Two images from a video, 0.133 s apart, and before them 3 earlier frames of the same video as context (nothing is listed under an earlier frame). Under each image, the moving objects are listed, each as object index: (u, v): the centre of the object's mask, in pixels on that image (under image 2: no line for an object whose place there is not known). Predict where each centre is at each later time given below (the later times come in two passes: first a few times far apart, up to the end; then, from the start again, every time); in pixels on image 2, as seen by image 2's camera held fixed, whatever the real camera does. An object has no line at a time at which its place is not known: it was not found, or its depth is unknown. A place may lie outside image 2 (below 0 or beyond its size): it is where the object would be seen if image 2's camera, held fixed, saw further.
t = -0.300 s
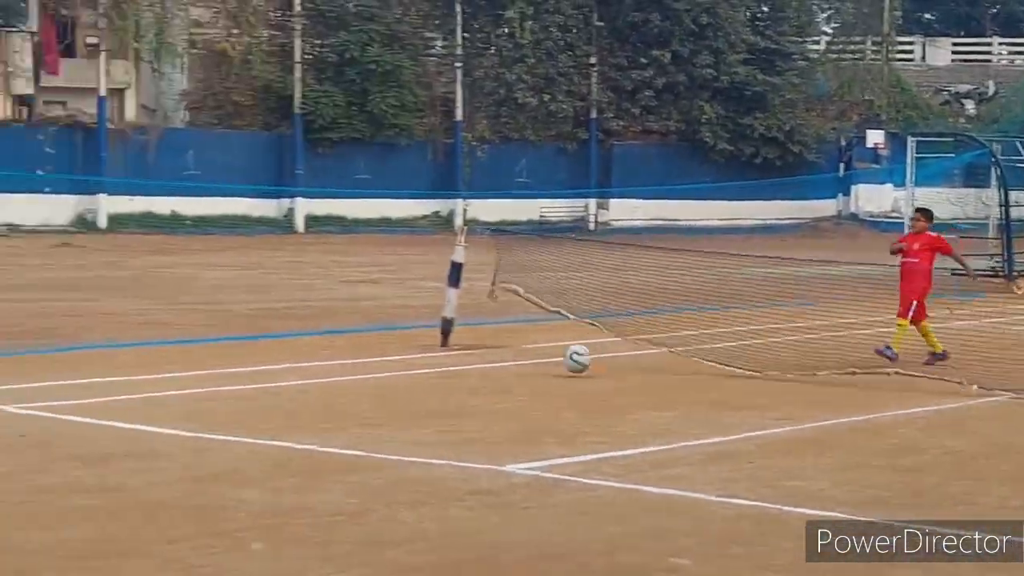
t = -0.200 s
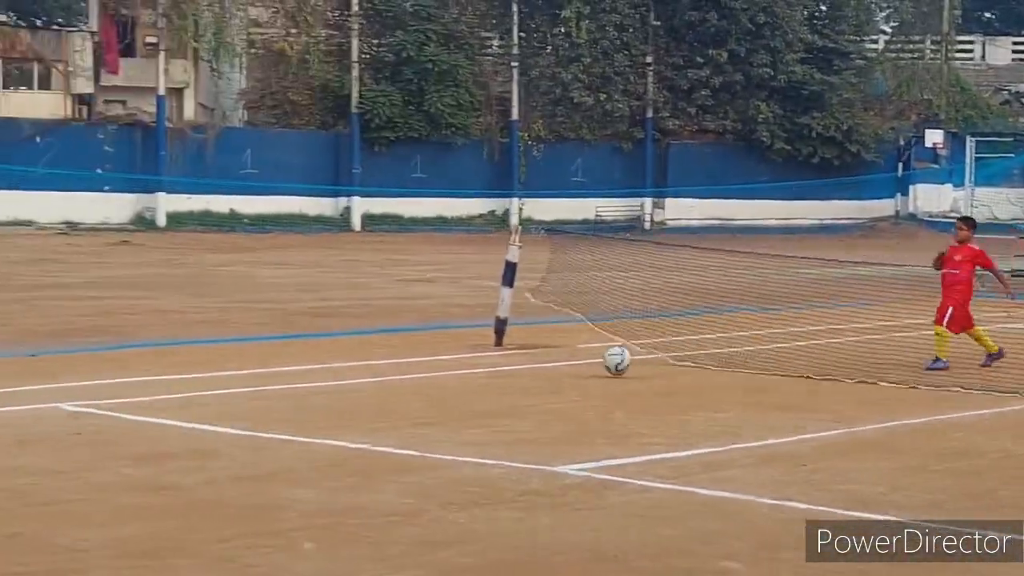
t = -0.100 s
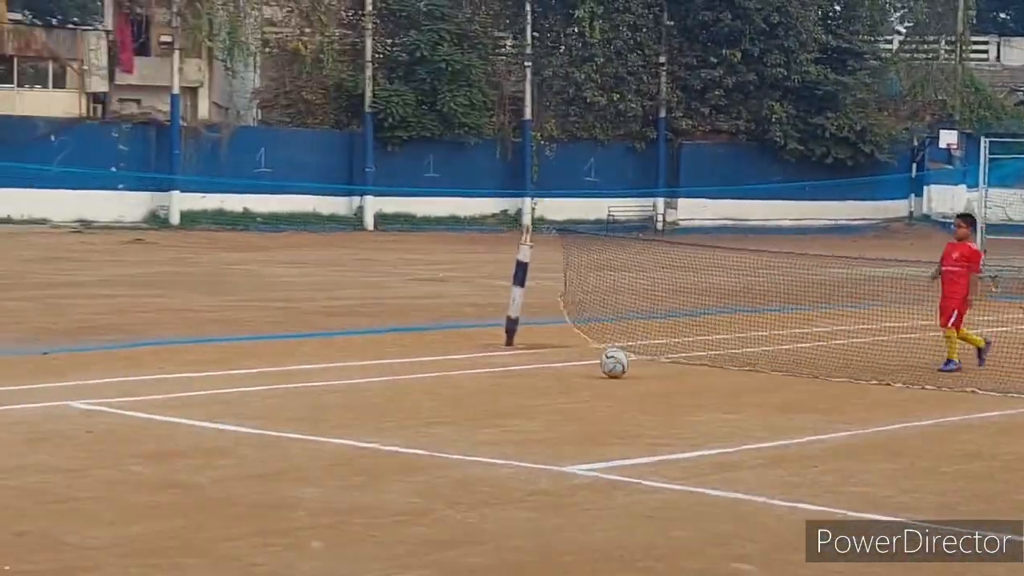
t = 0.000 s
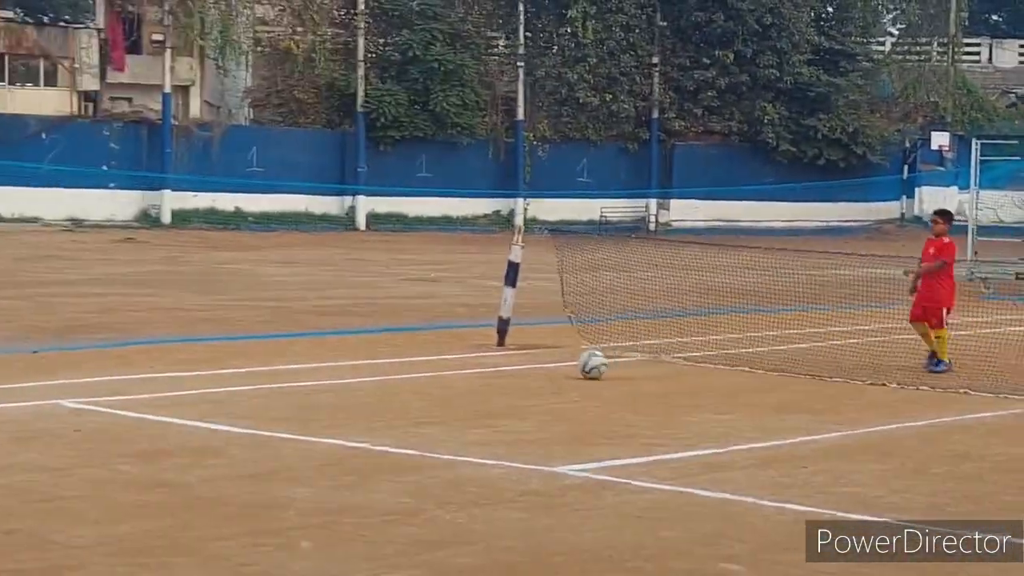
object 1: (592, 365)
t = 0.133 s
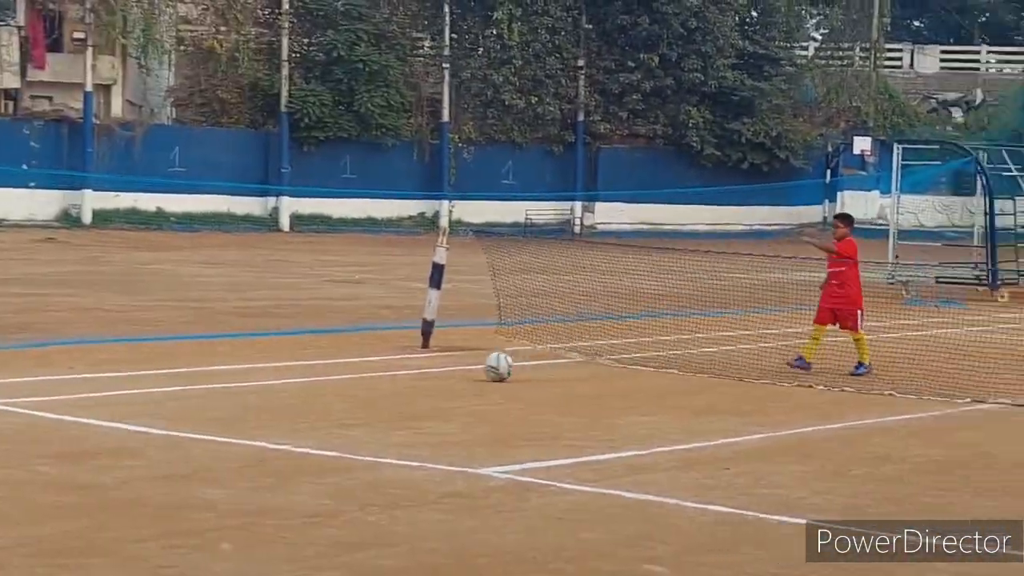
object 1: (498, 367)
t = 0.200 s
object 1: (489, 367)
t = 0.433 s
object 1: (457, 368)
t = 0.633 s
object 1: (431, 368)
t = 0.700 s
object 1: (422, 368)
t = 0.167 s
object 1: (493, 367)
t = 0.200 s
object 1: (489, 367)
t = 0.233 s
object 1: (485, 367)
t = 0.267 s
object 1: (480, 367)
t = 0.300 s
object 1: (475, 367)
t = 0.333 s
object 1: (471, 368)
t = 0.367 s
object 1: (466, 367)
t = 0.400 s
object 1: (461, 368)
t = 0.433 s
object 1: (457, 368)
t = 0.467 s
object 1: (453, 368)
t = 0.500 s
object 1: (449, 368)
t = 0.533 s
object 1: (444, 368)
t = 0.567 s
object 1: (440, 368)
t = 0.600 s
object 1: (435, 368)
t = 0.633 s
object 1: (431, 368)
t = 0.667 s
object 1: (425, 368)
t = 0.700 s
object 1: (422, 368)
